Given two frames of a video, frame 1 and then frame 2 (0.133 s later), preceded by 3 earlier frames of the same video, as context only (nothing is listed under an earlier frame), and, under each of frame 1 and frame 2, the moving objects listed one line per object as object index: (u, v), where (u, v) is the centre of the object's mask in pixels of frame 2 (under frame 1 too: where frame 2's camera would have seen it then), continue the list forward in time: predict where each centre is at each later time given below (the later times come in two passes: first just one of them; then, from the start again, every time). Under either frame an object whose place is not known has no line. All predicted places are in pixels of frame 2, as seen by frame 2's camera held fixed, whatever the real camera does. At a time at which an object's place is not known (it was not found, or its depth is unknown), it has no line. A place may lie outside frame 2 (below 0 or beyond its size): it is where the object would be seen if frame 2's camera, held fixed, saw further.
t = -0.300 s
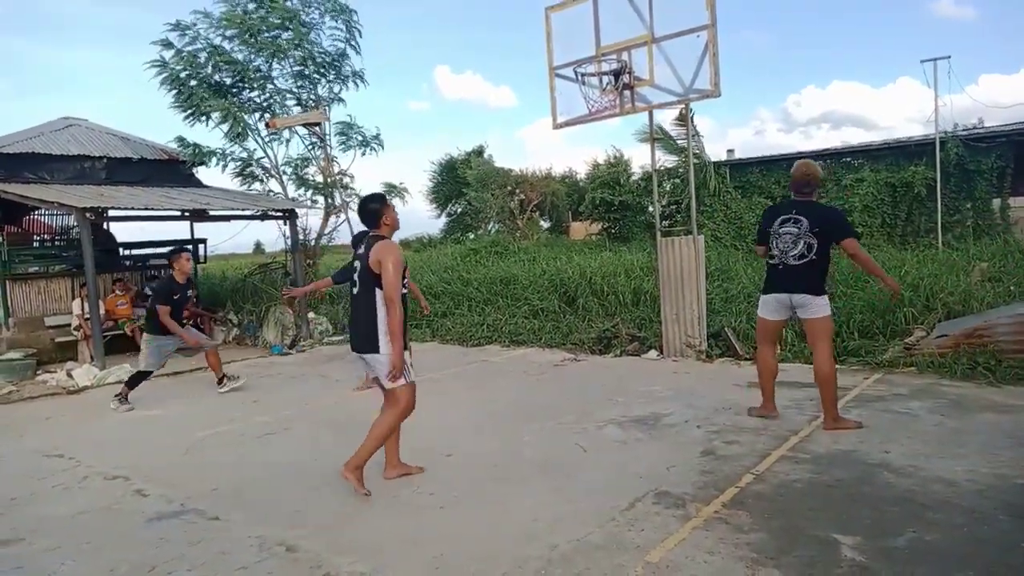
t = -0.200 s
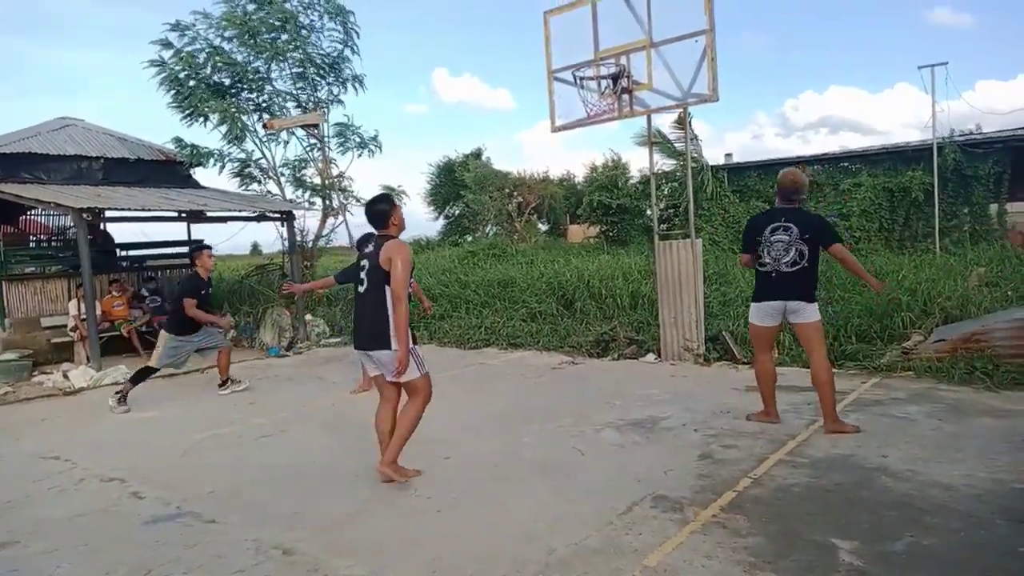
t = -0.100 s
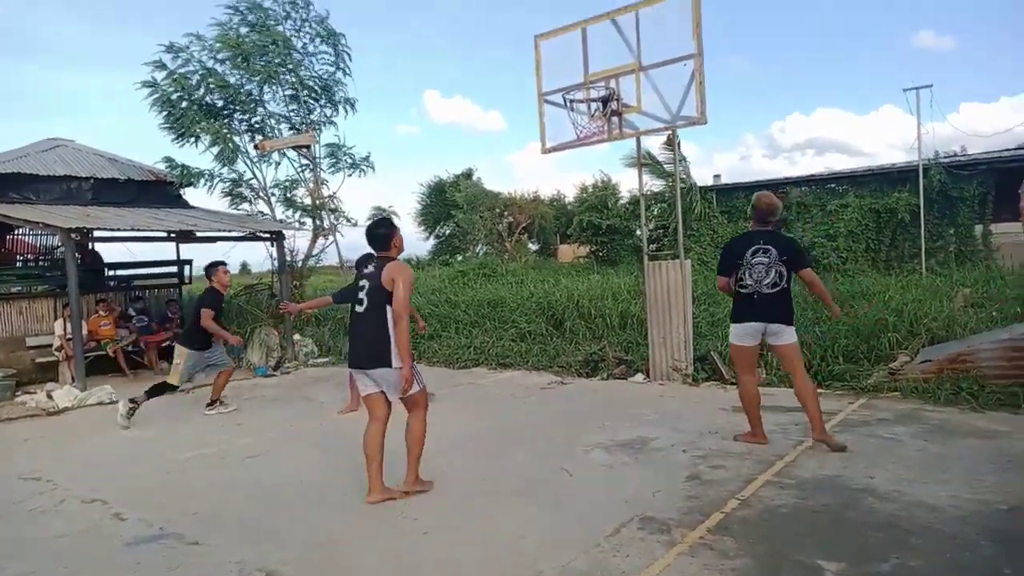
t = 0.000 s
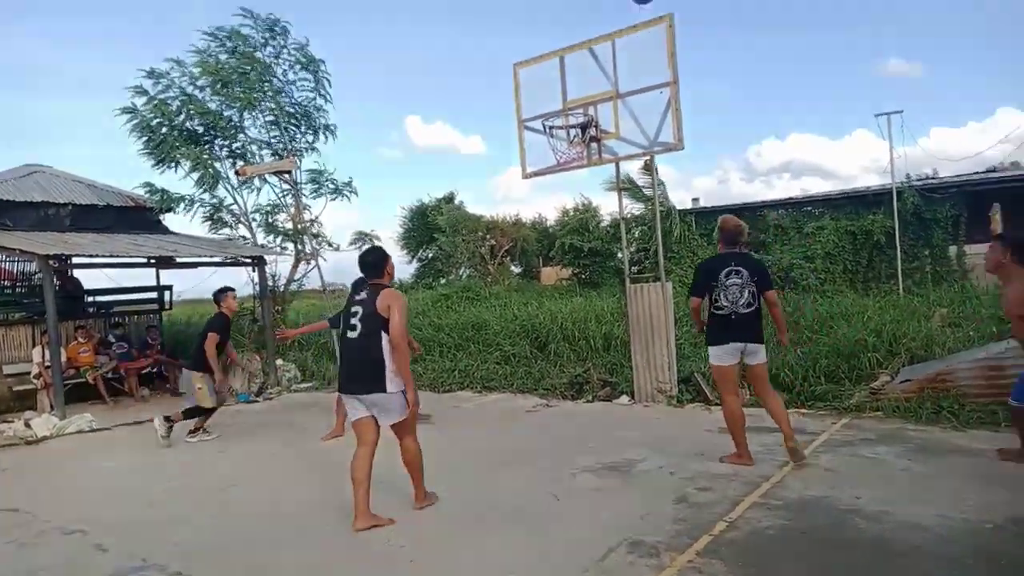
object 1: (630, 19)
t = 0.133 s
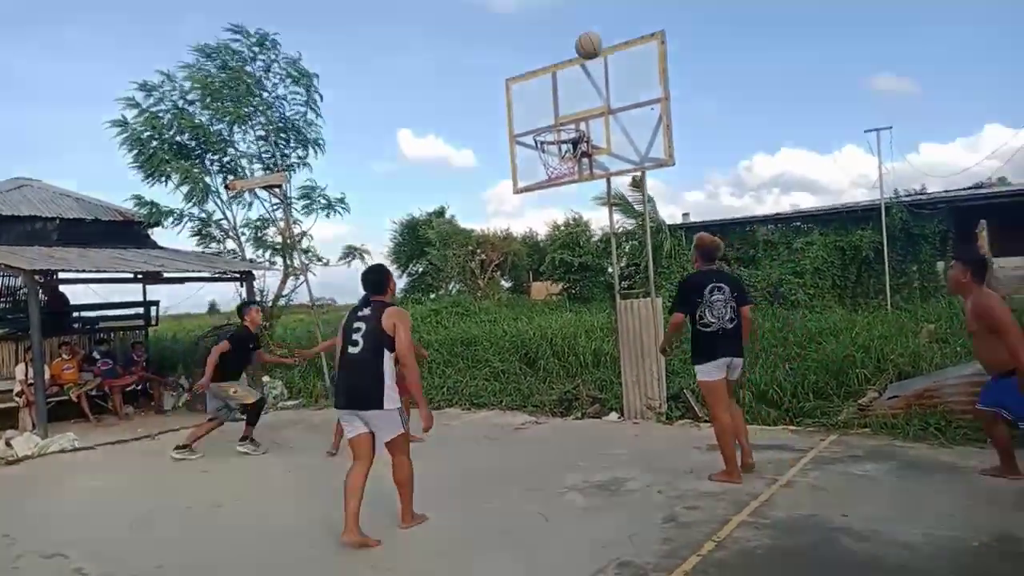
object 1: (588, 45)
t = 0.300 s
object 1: (539, 113)
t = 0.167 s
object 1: (577, 57)
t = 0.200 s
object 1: (567, 70)
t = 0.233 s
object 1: (557, 84)
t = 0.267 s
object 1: (548, 98)
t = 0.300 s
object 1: (539, 113)
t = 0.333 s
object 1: (530, 129)
